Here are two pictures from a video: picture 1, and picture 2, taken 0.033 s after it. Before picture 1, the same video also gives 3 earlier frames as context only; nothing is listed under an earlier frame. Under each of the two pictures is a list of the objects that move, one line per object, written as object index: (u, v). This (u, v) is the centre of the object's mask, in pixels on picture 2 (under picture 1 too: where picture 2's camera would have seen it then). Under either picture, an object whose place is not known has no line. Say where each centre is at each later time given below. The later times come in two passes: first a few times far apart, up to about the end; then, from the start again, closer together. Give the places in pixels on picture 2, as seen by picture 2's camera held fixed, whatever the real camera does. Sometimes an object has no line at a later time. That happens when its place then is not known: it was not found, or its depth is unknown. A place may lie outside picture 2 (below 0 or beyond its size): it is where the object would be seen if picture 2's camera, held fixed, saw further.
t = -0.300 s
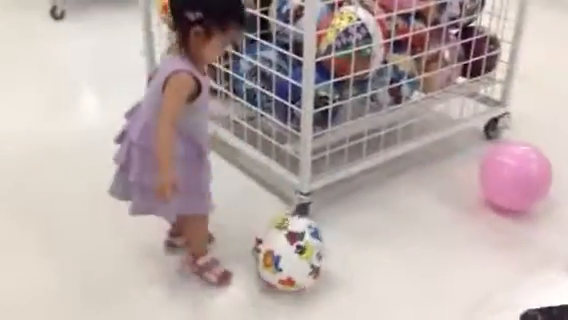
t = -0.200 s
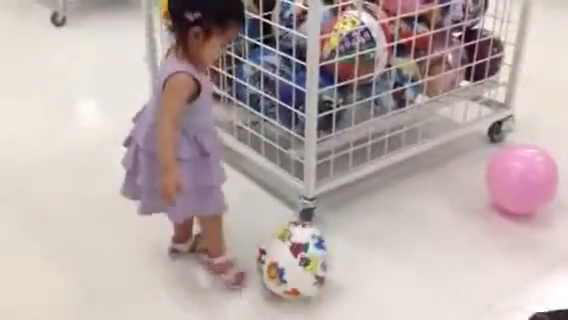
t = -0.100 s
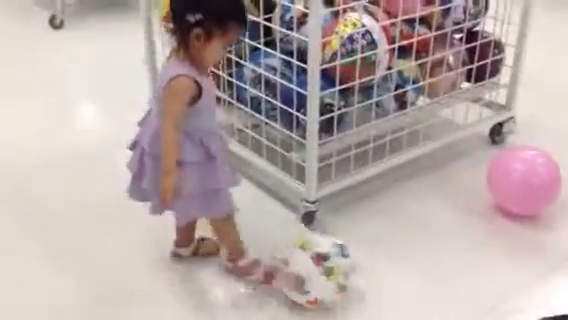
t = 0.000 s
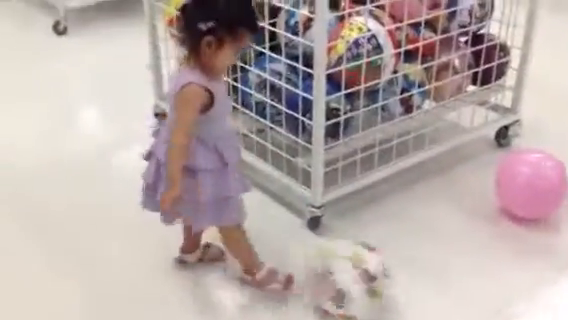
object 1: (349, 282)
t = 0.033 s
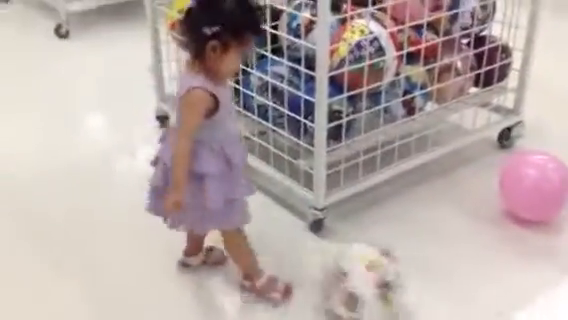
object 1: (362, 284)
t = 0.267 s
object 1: (414, 281)
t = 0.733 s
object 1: (503, 287)
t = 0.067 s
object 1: (371, 283)
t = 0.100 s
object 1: (379, 282)
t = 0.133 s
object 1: (387, 280)
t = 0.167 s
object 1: (394, 281)
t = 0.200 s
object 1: (400, 281)
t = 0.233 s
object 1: (409, 280)
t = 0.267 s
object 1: (414, 281)
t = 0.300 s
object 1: (422, 280)
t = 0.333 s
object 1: (428, 279)
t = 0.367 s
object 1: (435, 278)
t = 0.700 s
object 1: (497, 288)
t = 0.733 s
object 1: (503, 287)
